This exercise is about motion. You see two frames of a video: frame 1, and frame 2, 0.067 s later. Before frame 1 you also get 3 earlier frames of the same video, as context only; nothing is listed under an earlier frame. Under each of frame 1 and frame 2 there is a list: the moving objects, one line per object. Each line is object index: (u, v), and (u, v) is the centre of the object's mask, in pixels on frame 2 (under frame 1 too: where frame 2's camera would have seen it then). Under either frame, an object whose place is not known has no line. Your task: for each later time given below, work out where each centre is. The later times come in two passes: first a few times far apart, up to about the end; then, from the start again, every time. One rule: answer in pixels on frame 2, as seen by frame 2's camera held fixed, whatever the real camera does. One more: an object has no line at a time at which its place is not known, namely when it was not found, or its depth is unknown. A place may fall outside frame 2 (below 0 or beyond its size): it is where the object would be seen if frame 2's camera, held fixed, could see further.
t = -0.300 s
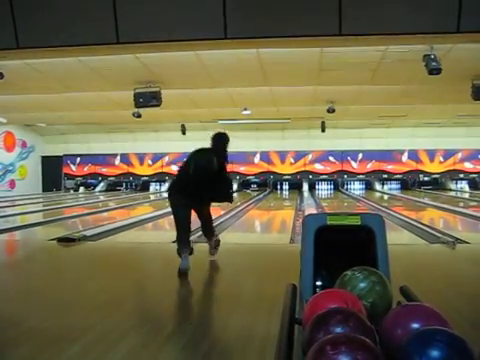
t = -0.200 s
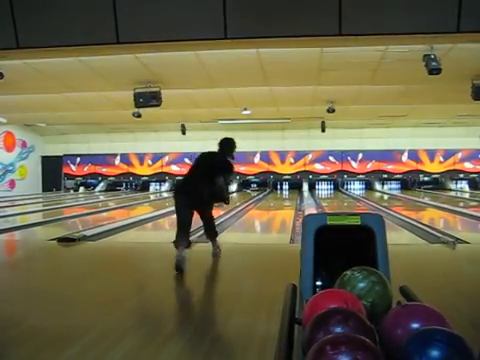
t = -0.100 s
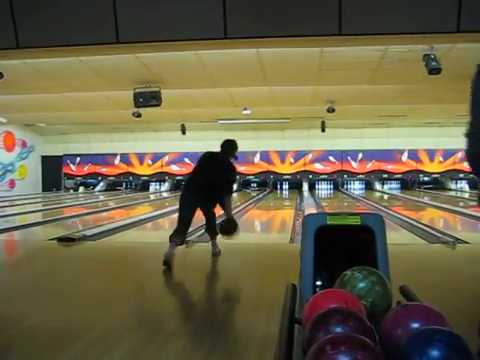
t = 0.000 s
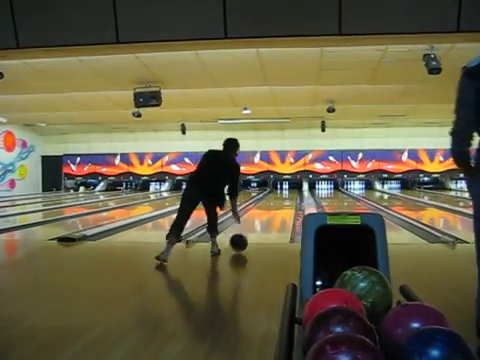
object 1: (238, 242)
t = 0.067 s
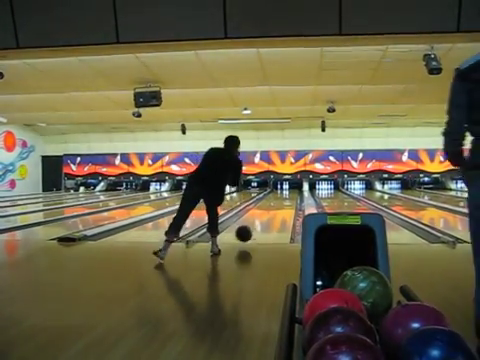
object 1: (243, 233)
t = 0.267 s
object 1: (254, 225)
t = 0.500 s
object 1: (263, 215)
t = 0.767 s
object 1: (269, 208)
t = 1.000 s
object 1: (273, 203)
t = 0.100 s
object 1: (245, 231)
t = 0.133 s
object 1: (247, 229)
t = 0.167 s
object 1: (249, 228)
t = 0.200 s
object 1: (251, 228)
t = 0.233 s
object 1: (253, 226)
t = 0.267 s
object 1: (254, 225)
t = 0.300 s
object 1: (256, 223)
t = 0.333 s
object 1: (257, 222)
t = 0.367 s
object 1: (258, 221)
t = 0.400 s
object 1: (259, 219)
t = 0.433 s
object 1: (261, 218)
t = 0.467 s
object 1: (262, 217)
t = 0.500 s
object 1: (263, 215)
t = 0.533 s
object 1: (264, 214)
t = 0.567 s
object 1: (264, 213)
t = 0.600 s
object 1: (265, 212)
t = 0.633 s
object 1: (266, 212)
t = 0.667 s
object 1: (267, 210)
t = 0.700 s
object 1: (268, 209)
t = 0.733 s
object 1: (269, 209)
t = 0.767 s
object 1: (269, 208)
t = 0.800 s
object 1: (270, 207)
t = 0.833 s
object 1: (271, 207)
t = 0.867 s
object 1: (271, 206)
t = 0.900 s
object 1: (272, 205)
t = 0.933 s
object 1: (272, 204)
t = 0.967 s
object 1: (273, 204)
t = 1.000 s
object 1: (273, 203)
